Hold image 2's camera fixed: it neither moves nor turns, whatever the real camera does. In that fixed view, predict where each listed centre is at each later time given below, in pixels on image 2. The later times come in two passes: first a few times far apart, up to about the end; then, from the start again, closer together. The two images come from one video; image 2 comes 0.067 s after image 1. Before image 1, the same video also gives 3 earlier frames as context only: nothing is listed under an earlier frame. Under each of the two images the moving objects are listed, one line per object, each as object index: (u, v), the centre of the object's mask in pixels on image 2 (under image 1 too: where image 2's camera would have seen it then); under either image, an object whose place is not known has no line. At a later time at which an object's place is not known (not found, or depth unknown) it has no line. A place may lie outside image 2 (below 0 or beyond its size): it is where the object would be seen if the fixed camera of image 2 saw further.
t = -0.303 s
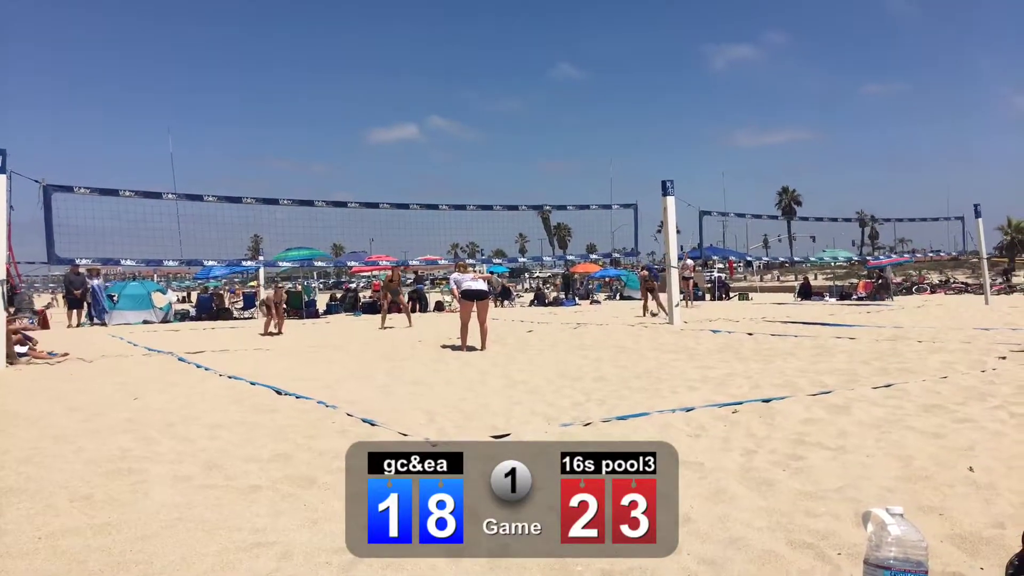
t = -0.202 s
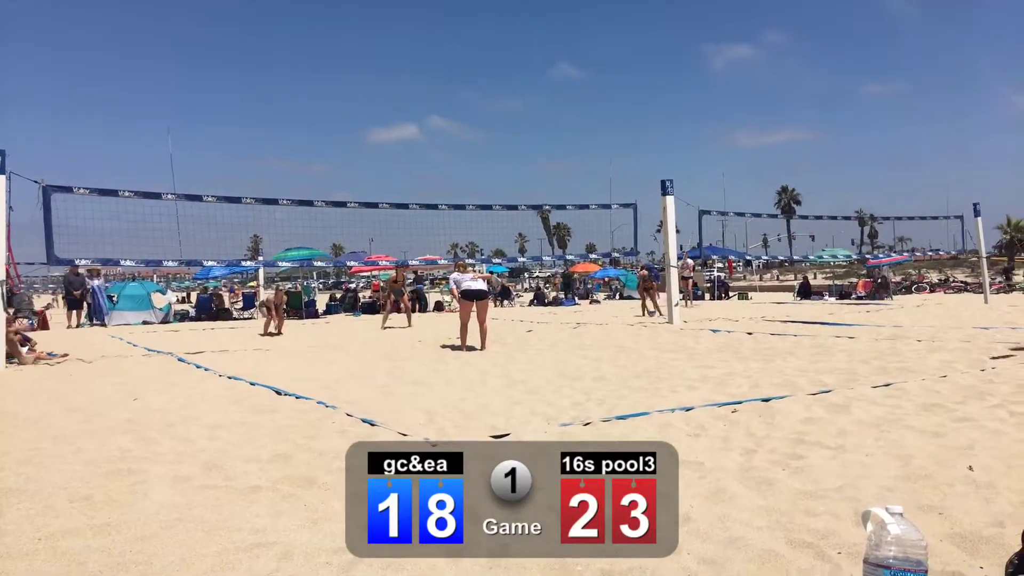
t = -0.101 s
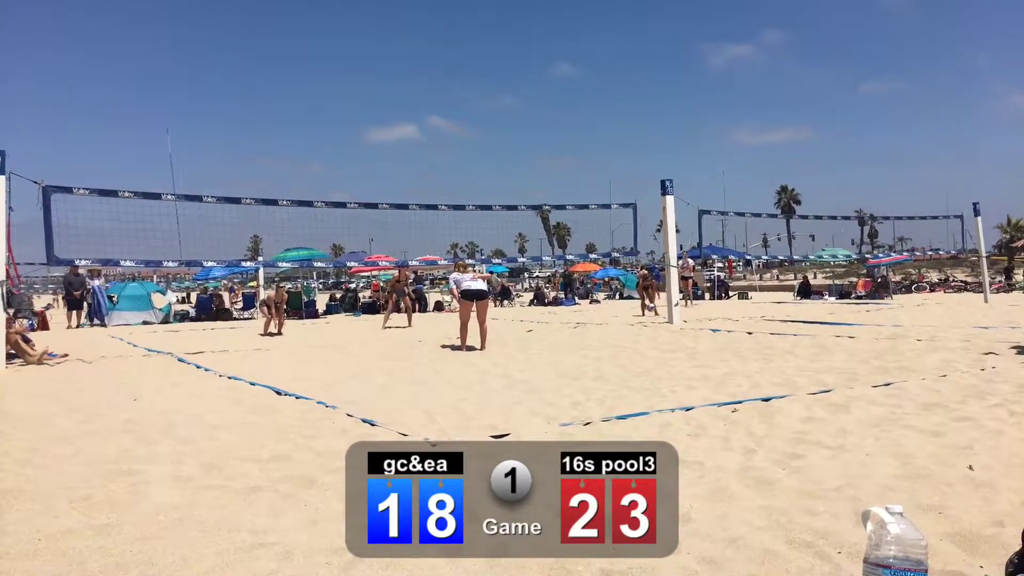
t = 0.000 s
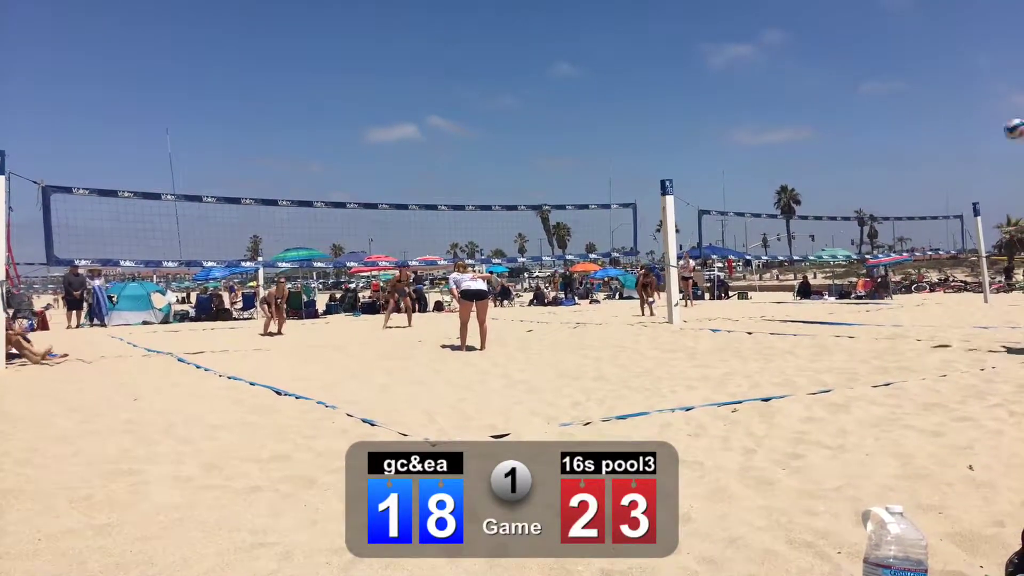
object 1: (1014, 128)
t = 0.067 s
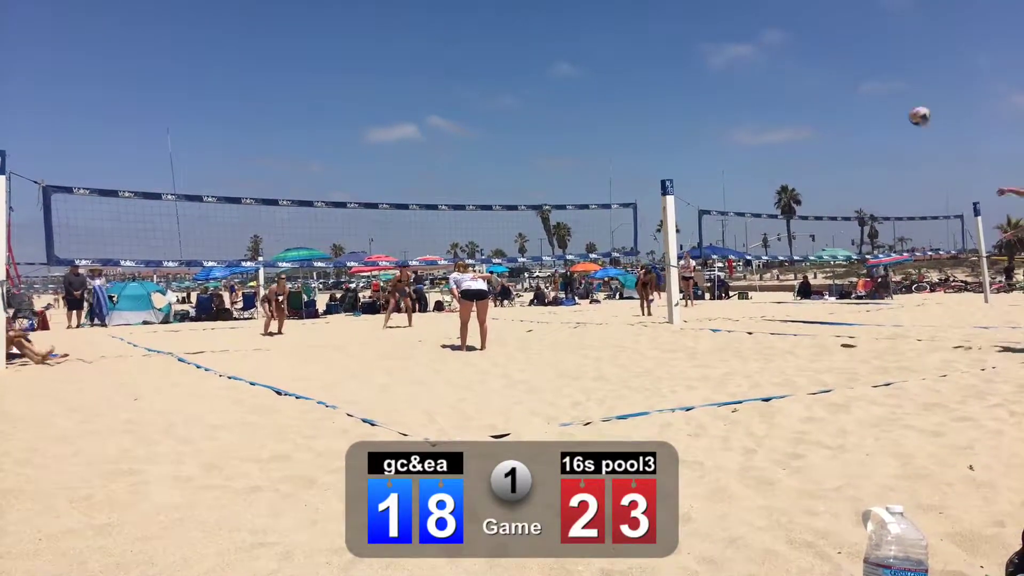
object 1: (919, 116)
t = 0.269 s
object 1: (697, 107)
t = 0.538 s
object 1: (501, 136)
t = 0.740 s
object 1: (394, 178)
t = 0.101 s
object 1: (876, 111)
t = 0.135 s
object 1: (835, 109)
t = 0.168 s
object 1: (797, 107)
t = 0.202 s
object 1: (761, 107)
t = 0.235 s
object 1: (728, 107)
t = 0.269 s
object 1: (697, 107)
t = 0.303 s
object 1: (667, 108)
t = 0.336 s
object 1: (639, 111)
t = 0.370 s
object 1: (614, 113)
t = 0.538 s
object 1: (501, 136)
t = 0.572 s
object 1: (480, 143)
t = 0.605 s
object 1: (461, 149)
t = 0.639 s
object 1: (443, 156)
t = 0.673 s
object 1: (426, 163)
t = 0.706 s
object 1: (410, 170)
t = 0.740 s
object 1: (394, 178)
